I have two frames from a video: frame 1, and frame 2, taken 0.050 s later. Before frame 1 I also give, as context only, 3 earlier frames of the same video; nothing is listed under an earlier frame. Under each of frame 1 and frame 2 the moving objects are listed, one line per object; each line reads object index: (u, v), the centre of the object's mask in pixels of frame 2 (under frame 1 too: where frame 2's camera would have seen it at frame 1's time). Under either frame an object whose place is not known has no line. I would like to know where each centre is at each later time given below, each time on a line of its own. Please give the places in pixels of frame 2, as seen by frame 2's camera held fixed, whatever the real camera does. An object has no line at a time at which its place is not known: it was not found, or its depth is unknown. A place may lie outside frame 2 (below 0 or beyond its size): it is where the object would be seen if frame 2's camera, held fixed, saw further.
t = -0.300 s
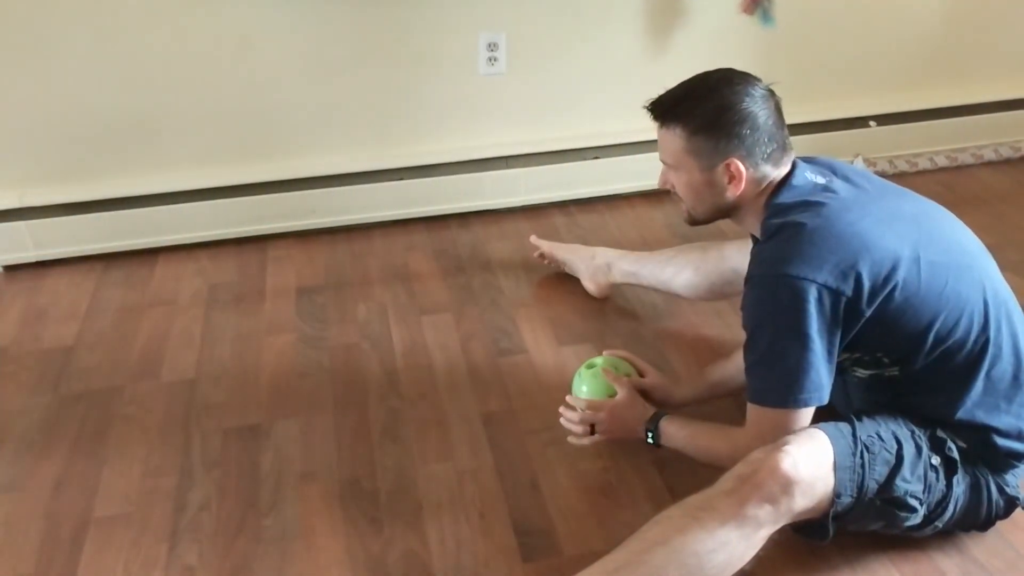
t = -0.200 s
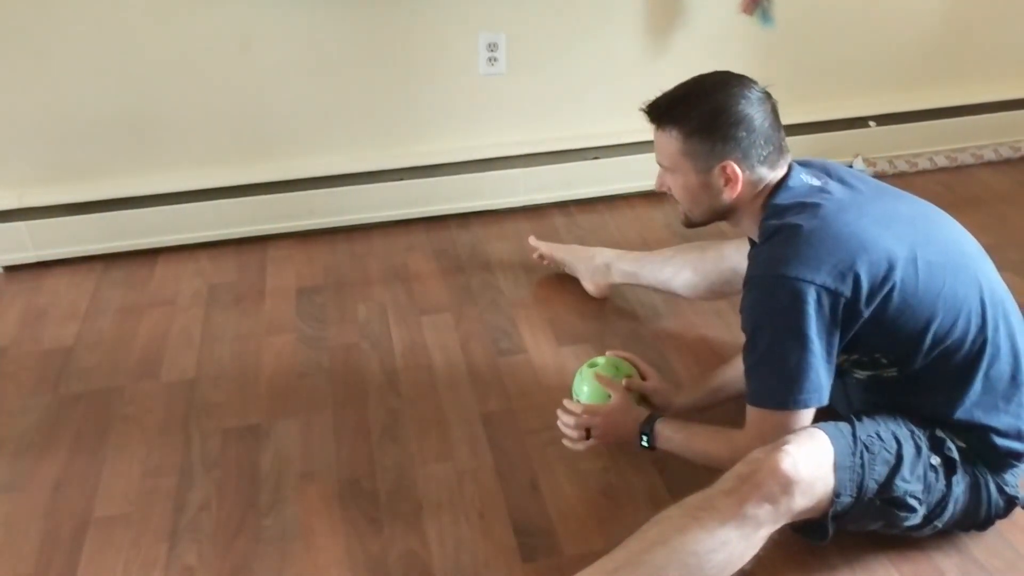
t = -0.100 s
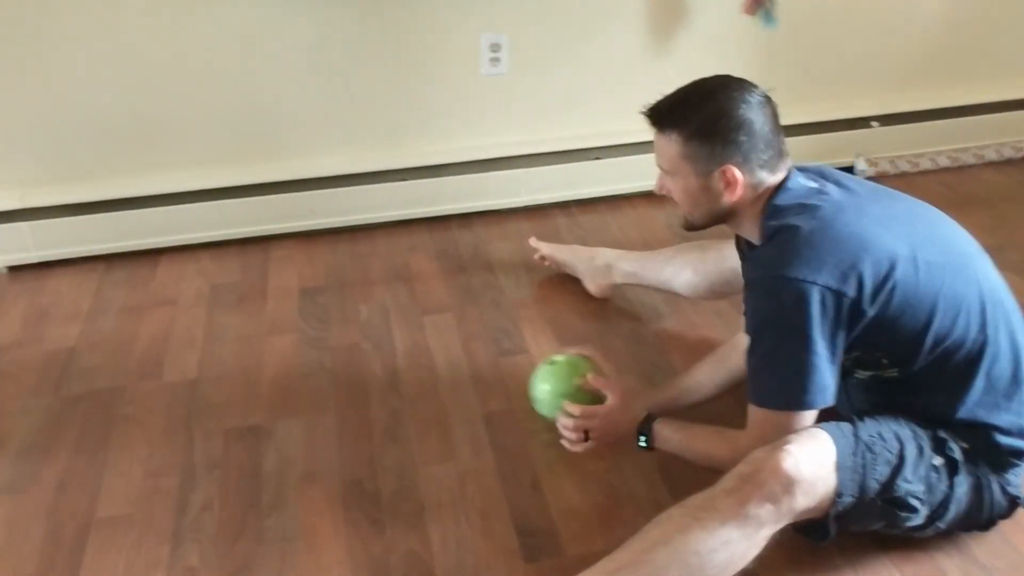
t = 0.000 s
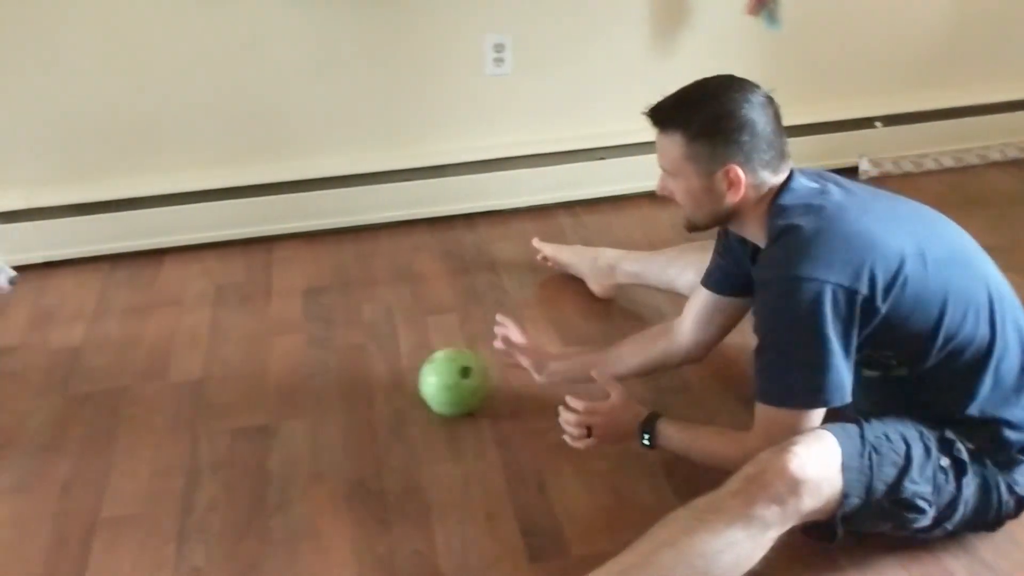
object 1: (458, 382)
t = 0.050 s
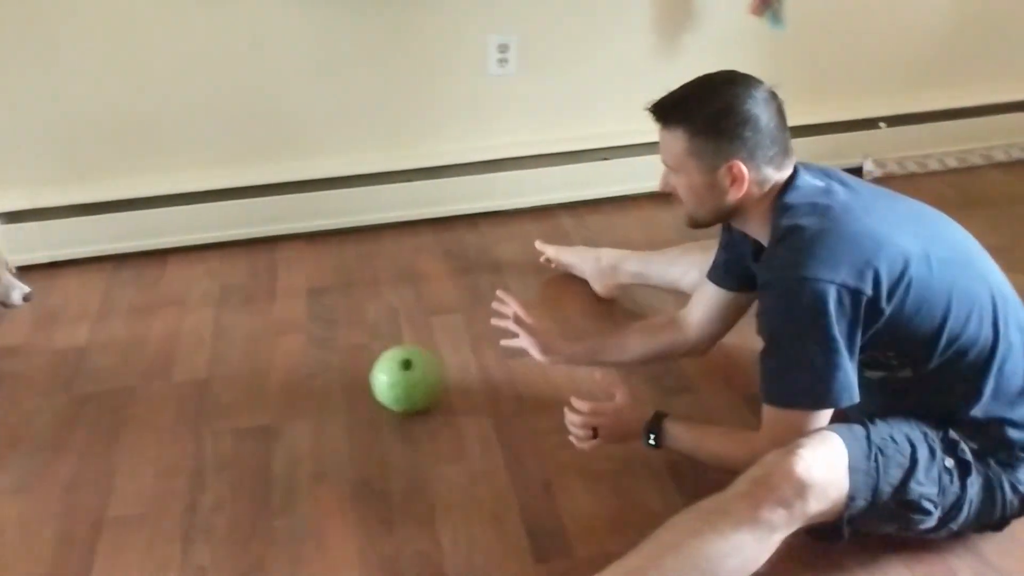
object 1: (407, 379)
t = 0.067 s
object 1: (389, 378)
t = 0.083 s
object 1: (373, 376)
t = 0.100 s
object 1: (357, 375)
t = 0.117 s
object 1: (341, 374)
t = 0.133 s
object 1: (325, 373)
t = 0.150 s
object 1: (310, 372)
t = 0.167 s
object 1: (296, 371)
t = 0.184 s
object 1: (281, 370)
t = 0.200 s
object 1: (267, 369)
